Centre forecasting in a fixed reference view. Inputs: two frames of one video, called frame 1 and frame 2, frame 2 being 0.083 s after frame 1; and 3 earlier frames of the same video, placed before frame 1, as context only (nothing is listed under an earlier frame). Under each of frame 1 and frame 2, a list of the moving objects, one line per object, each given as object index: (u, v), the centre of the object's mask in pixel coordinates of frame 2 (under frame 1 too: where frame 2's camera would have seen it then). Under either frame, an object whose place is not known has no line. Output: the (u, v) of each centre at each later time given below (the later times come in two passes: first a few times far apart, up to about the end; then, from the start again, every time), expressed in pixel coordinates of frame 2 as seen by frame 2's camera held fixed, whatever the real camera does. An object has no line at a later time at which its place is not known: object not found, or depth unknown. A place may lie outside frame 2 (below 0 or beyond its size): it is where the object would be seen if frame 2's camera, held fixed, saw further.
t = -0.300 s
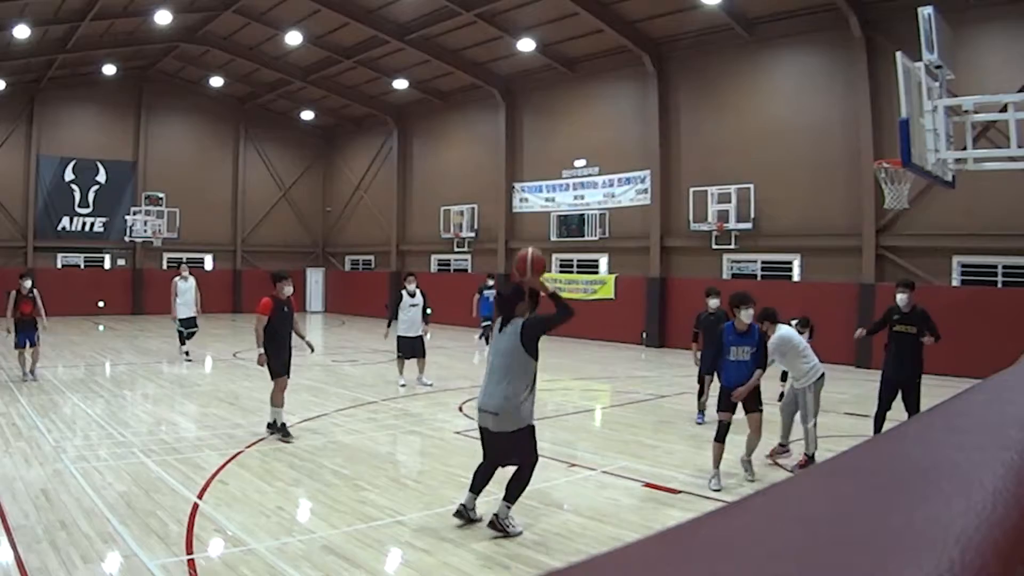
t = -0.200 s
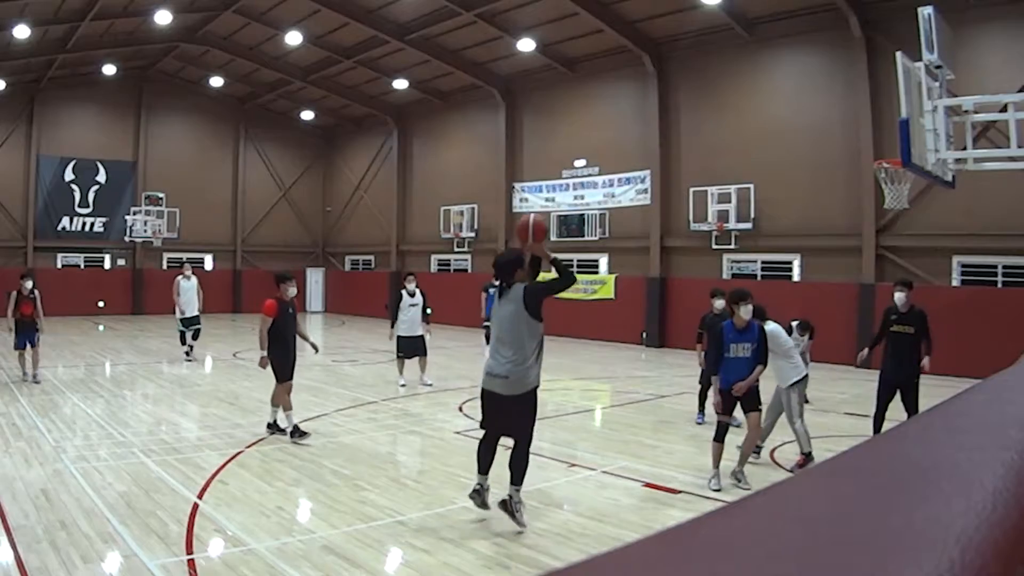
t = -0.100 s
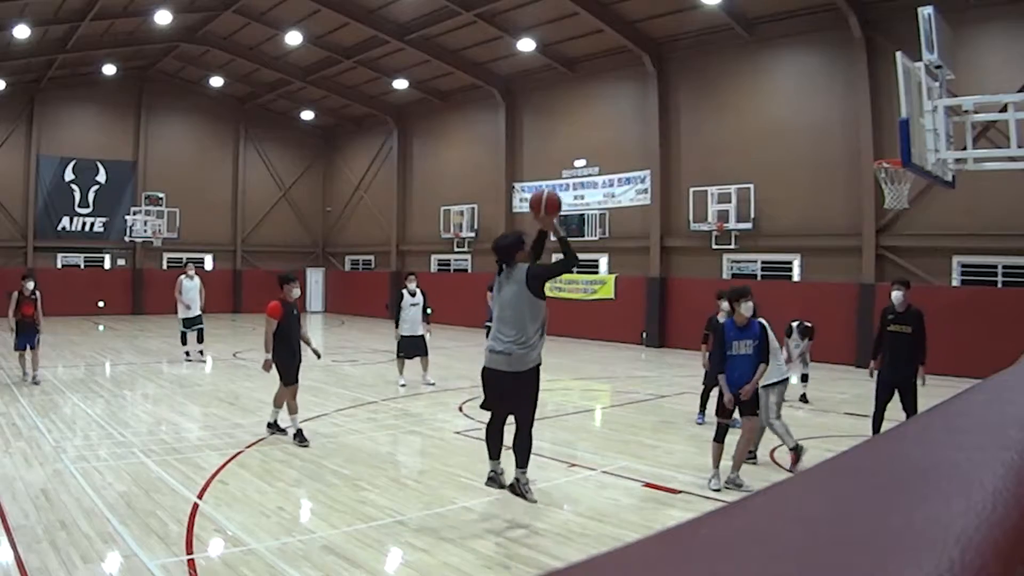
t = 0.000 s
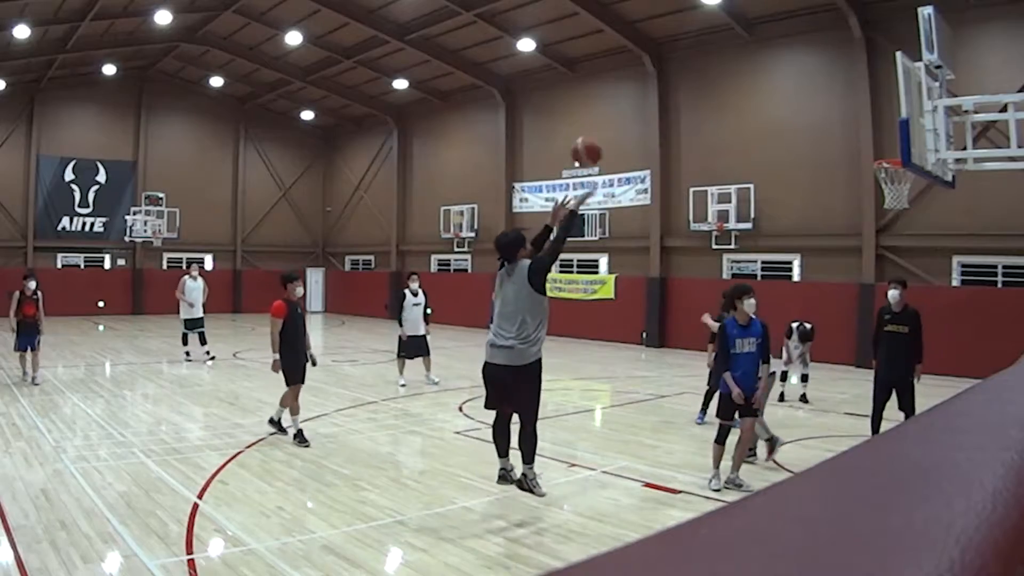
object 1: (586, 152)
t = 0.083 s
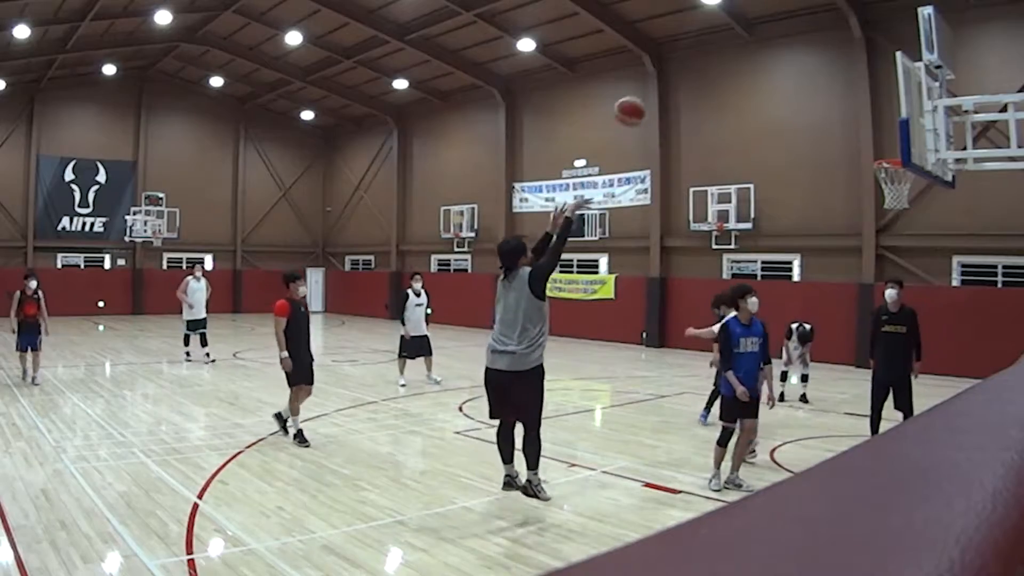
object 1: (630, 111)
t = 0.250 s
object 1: (704, 63)
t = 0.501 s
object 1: (796, 58)
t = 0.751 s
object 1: (869, 112)
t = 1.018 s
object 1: (881, 118)
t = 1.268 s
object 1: (843, 87)
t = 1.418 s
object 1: (820, 97)
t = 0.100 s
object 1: (638, 105)
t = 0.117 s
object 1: (646, 98)
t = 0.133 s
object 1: (654, 91)
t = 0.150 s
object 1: (661, 86)
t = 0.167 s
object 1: (668, 82)
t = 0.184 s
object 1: (675, 78)
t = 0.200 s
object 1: (683, 74)
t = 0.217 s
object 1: (690, 70)
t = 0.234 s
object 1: (697, 67)
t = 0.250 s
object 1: (704, 63)
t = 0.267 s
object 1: (711, 61)
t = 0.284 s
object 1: (718, 58)
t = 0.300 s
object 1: (724, 57)
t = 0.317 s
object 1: (731, 55)
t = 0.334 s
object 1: (737, 54)
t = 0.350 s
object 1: (744, 53)
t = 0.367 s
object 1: (749, 53)
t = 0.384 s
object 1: (756, 52)
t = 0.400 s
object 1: (762, 53)
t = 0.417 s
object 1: (767, 53)
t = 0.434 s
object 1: (773, 53)
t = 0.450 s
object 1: (778, 53)
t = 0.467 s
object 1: (785, 55)
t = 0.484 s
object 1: (790, 56)
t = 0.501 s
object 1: (796, 58)
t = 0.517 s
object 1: (801, 60)
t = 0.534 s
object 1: (806, 63)
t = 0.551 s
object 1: (811, 65)
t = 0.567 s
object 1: (816, 68)
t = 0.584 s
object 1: (822, 71)
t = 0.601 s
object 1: (827, 75)
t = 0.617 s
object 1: (832, 78)
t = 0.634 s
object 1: (837, 82)
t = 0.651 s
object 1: (843, 86)
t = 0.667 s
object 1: (848, 90)
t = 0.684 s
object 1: (852, 94)
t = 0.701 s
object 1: (856, 98)
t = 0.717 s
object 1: (861, 103)
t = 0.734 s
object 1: (865, 108)
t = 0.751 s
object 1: (869, 112)
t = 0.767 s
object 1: (873, 118)
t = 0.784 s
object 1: (878, 124)
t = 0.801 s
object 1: (883, 130)
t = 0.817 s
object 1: (887, 135)
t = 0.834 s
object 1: (891, 142)
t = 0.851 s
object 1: (893, 148)
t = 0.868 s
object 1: (894, 152)
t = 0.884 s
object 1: (894, 153)
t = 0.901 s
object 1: (894, 150)
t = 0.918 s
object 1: (894, 146)
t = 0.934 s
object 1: (892, 140)
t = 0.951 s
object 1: (890, 135)
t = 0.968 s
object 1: (888, 130)
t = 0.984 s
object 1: (886, 126)
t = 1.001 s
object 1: (884, 122)
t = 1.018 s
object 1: (881, 118)
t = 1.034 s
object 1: (879, 114)
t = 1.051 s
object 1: (877, 111)
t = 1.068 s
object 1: (874, 107)
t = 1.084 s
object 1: (871, 104)
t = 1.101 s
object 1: (869, 101)
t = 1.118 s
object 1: (866, 99)
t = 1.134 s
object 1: (864, 96)
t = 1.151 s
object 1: (861, 94)
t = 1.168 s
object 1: (859, 93)
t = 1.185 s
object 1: (857, 91)
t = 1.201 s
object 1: (854, 89)
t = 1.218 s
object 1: (851, 88)
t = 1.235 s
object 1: (848, 88)
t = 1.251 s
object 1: (845, 87)
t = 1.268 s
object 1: (843, 87)
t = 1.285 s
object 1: (841, 87)
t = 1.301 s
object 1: (838, 87)
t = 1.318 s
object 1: (835, 88)
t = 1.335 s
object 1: (833, 88)
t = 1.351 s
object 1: (831, 90)
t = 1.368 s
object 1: (828, 91)
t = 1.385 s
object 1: (825, 93)
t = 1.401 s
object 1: (822, 95)
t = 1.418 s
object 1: (820, 97)
